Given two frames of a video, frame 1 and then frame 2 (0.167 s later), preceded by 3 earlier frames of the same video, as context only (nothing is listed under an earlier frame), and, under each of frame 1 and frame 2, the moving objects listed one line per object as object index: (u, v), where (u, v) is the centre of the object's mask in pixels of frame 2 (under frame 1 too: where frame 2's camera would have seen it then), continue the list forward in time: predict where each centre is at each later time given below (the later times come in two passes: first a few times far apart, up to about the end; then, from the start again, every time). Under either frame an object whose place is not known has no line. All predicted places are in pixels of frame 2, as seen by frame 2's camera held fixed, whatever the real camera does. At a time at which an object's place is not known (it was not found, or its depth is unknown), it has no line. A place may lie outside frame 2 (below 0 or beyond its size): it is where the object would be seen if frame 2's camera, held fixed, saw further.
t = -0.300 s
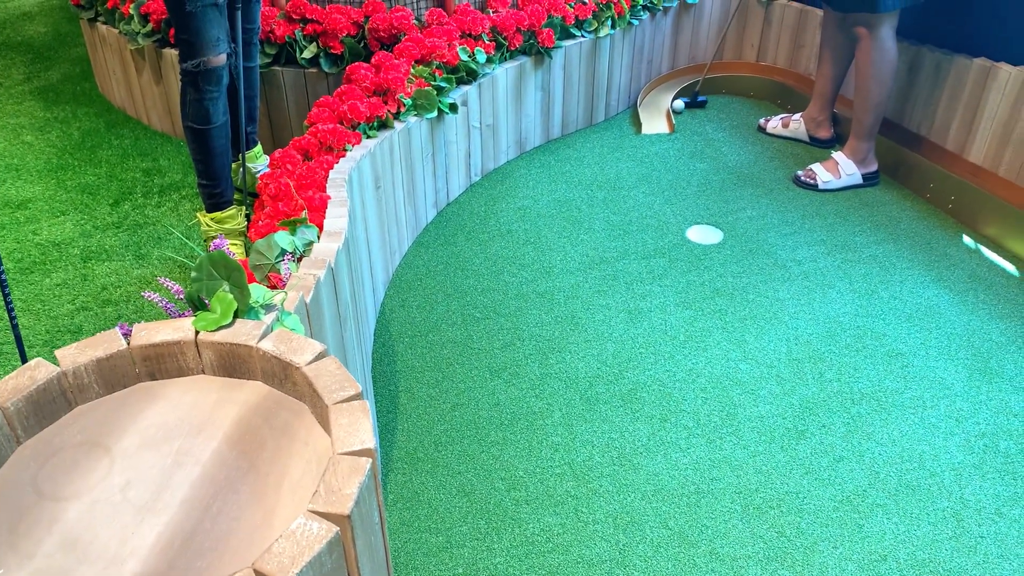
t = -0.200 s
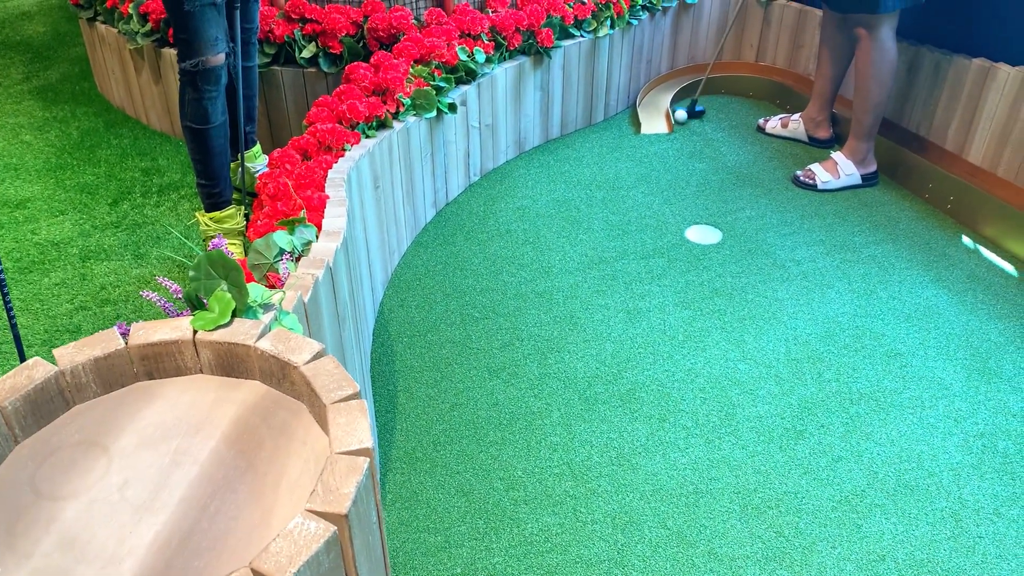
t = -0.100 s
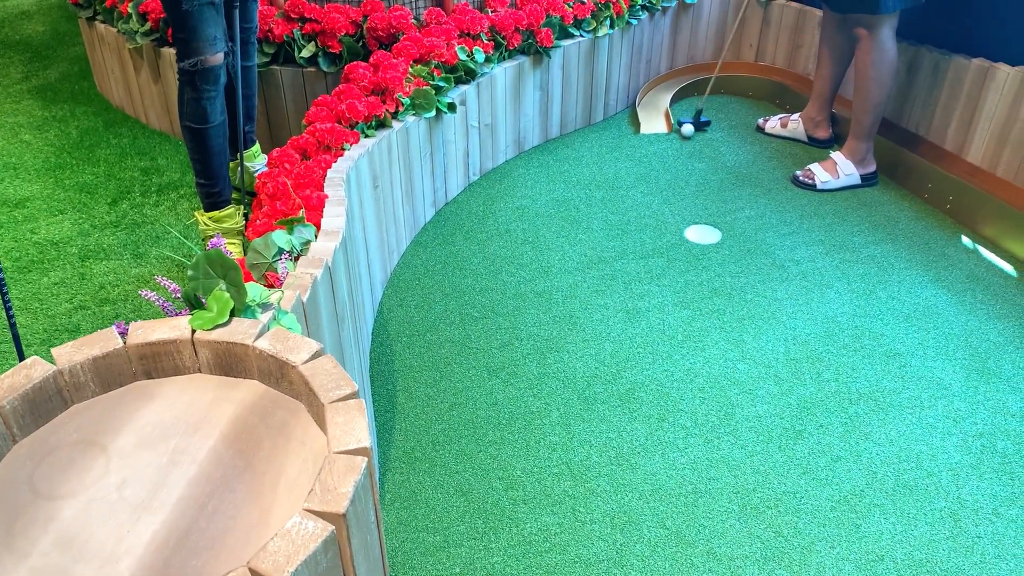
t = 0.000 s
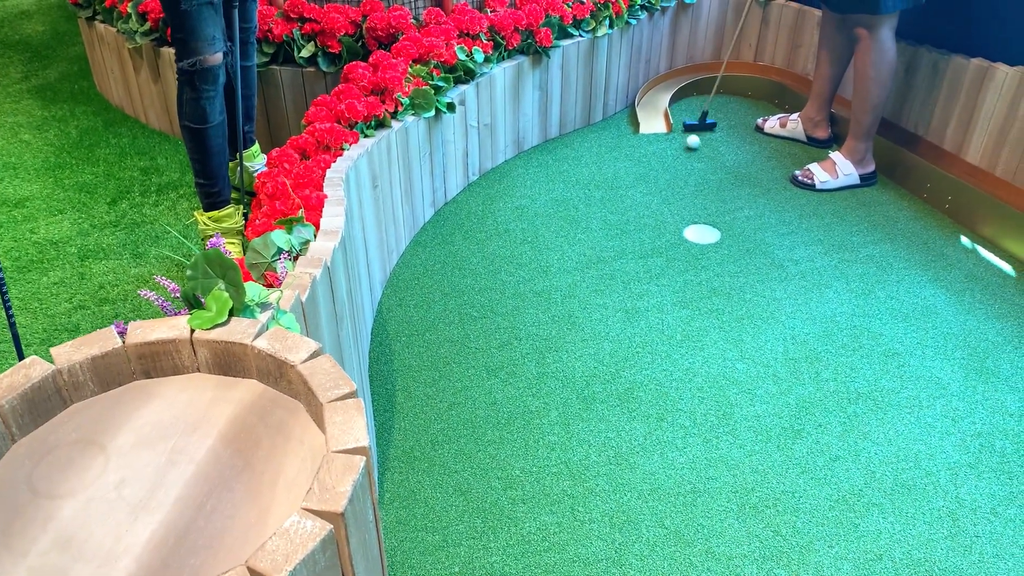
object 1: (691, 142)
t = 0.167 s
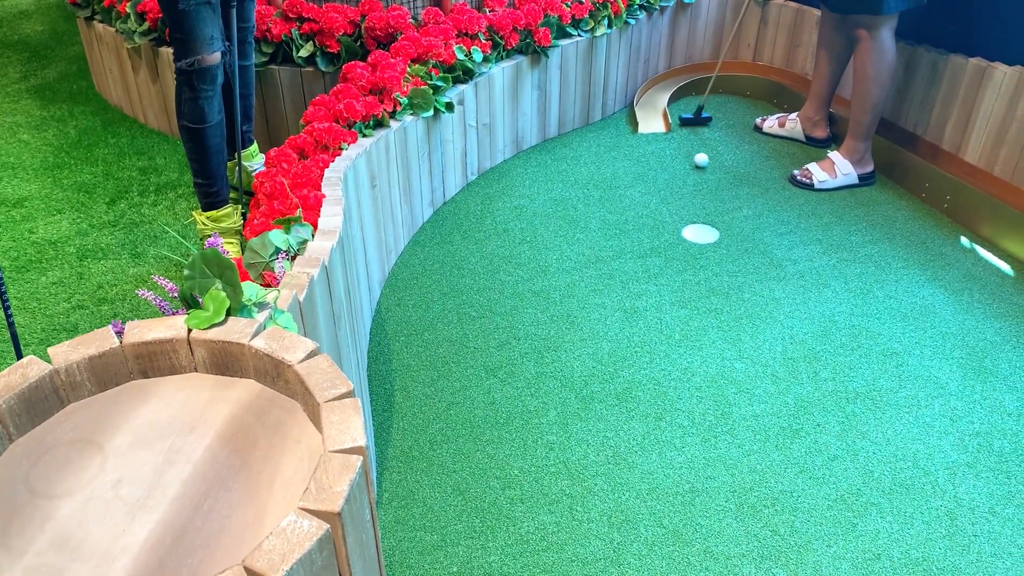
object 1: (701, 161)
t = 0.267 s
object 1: (707, 171)
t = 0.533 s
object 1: (721, 197)
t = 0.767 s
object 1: (731, 217)
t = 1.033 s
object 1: (741, 234)
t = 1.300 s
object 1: (750, 247)
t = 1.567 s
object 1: (755, 254)
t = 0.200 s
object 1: (703, 164)
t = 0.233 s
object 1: (705, 167)
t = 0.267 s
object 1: (707, 171)
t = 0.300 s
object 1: (709, 174)
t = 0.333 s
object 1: (710, 178)
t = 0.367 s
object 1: (712, 181)
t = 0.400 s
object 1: (714, 185)
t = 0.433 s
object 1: (716, 188)
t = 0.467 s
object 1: (718, 191)
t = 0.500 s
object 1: (719, 194)
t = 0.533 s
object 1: (721, 197)
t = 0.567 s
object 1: (723, 201)
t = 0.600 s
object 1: (724, 203)
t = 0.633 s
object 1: (726, 206)
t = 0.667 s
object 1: (727, 209)
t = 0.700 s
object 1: (729, 211)
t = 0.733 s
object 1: (730, 215)
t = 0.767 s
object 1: (731, 217)
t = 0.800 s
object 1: (732, 219)
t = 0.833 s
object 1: (733, 222)
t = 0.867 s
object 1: (734, 224)
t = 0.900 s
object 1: (736, 226)
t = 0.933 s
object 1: (737, 229)
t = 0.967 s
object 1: (738, 230)
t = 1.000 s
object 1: (740, 233)
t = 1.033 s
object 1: (741, 234)
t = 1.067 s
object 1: (742, 236)
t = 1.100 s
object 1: (744, 238)
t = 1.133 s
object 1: (745, 240)
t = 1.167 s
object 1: (746, 241)
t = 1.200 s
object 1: (747, 243)
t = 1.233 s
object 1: (748, 244)
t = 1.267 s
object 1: (749, 245)
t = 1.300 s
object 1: (750, 247)
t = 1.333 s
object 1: (751, 248)
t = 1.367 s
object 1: (752, 249)
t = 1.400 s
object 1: (752, 250)
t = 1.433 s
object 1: (753, 251)
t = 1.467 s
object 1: (754, 252)
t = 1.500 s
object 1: (754, 253)
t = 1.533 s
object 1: (755, 254)
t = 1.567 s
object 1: (755, 254)
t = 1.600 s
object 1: (756, 254)
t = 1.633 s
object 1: (756, 254)
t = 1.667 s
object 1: (757, 254)
